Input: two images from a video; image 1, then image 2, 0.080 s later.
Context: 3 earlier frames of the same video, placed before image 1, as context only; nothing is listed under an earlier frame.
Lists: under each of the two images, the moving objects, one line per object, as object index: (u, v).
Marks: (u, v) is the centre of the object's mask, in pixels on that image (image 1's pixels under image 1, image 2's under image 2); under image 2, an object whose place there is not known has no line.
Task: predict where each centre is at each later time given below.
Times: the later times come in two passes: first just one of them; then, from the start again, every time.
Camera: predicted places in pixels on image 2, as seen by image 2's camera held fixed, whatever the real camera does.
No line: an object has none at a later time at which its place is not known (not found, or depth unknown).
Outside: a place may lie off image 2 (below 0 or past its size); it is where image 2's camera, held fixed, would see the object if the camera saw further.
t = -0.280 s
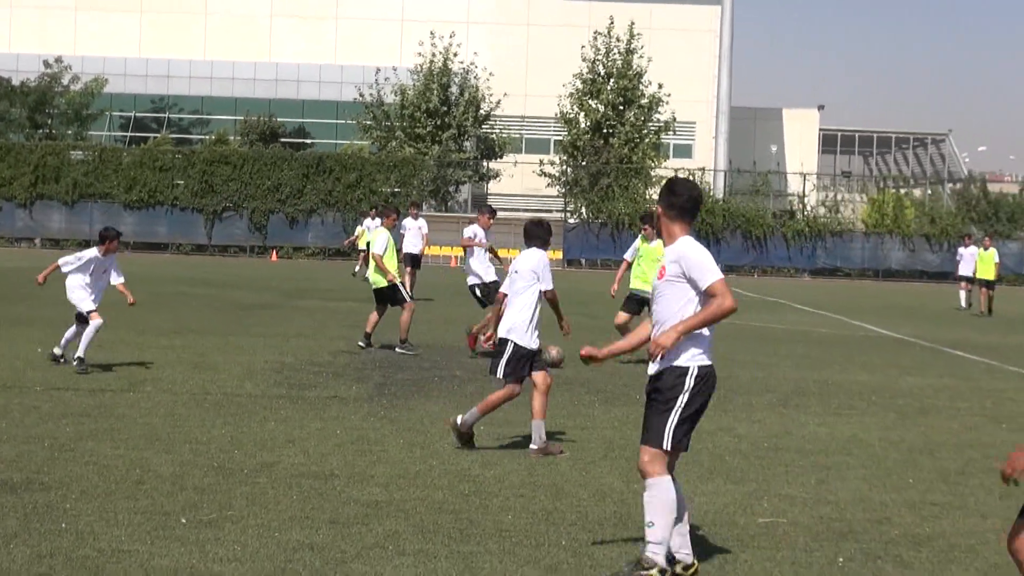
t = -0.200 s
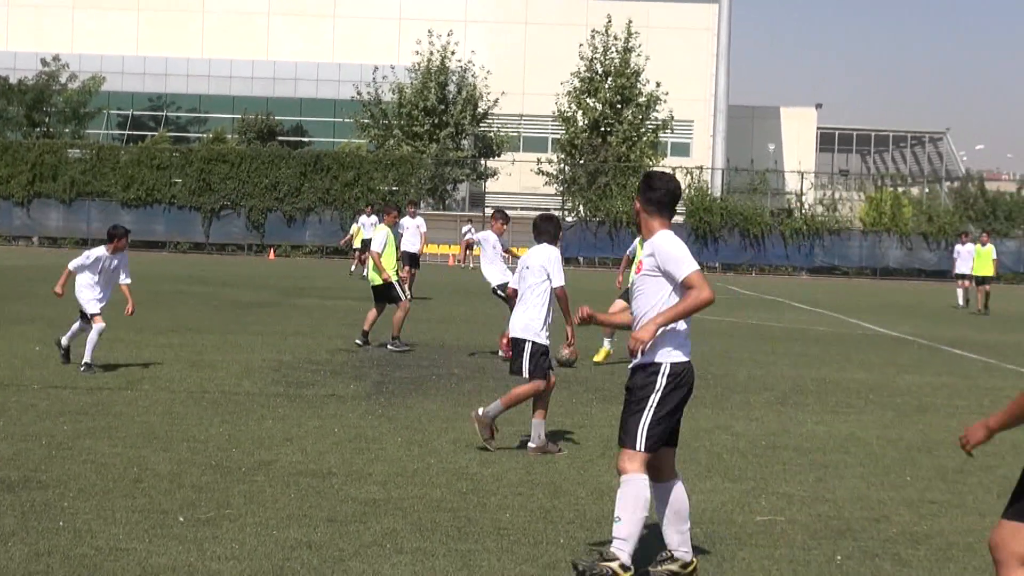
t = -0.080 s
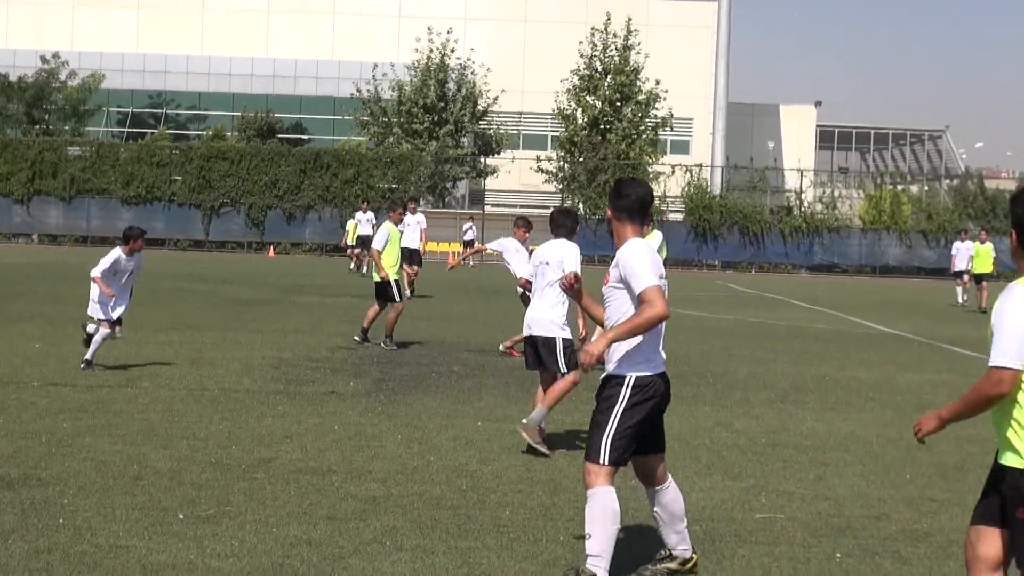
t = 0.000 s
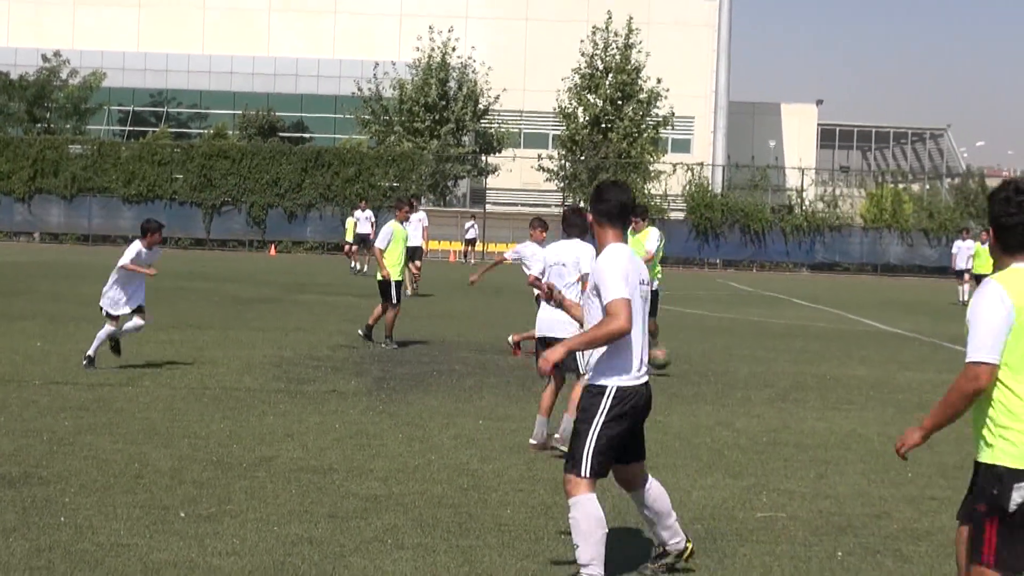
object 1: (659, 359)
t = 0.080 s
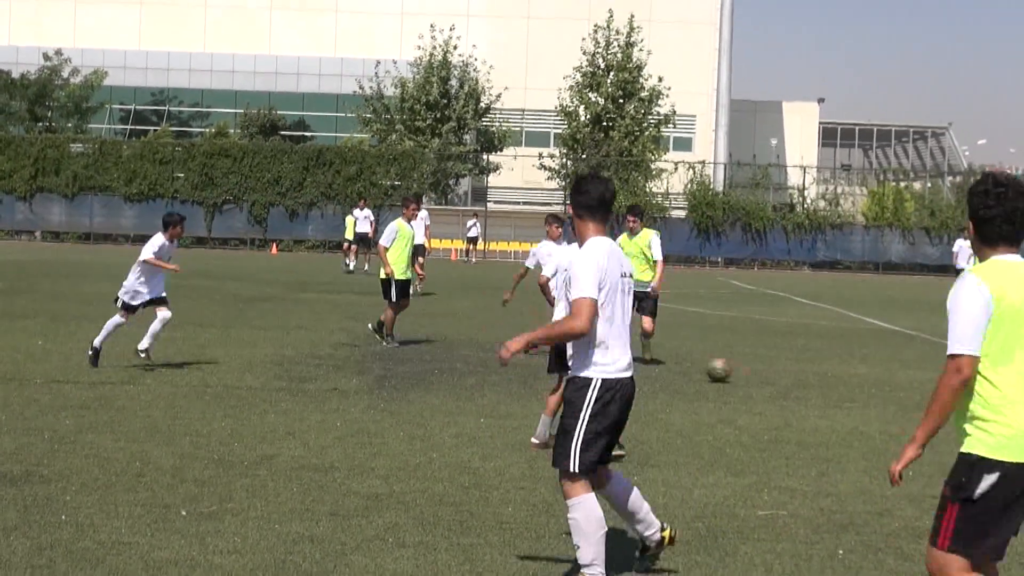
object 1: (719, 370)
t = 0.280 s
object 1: (857, 384)
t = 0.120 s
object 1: (747, 374)
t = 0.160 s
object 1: (774, 373)
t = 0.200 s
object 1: (800, 373)
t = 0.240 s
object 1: (829, 378)
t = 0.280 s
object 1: (857, 384)
